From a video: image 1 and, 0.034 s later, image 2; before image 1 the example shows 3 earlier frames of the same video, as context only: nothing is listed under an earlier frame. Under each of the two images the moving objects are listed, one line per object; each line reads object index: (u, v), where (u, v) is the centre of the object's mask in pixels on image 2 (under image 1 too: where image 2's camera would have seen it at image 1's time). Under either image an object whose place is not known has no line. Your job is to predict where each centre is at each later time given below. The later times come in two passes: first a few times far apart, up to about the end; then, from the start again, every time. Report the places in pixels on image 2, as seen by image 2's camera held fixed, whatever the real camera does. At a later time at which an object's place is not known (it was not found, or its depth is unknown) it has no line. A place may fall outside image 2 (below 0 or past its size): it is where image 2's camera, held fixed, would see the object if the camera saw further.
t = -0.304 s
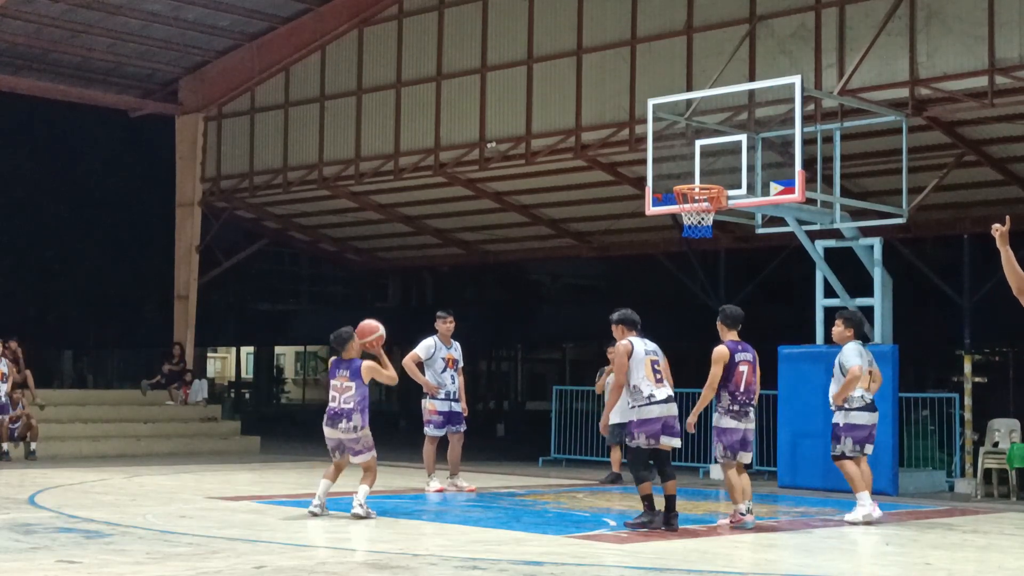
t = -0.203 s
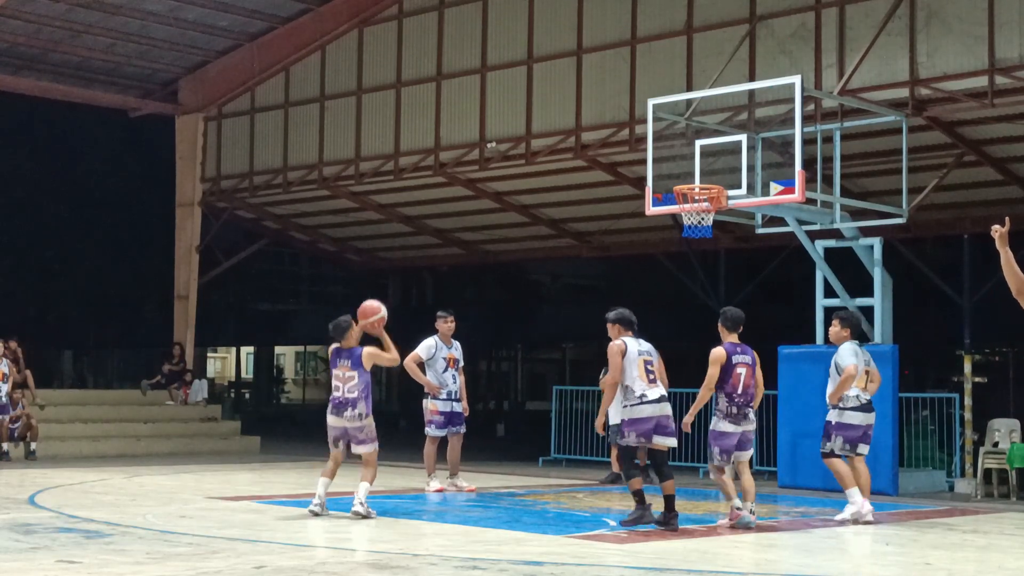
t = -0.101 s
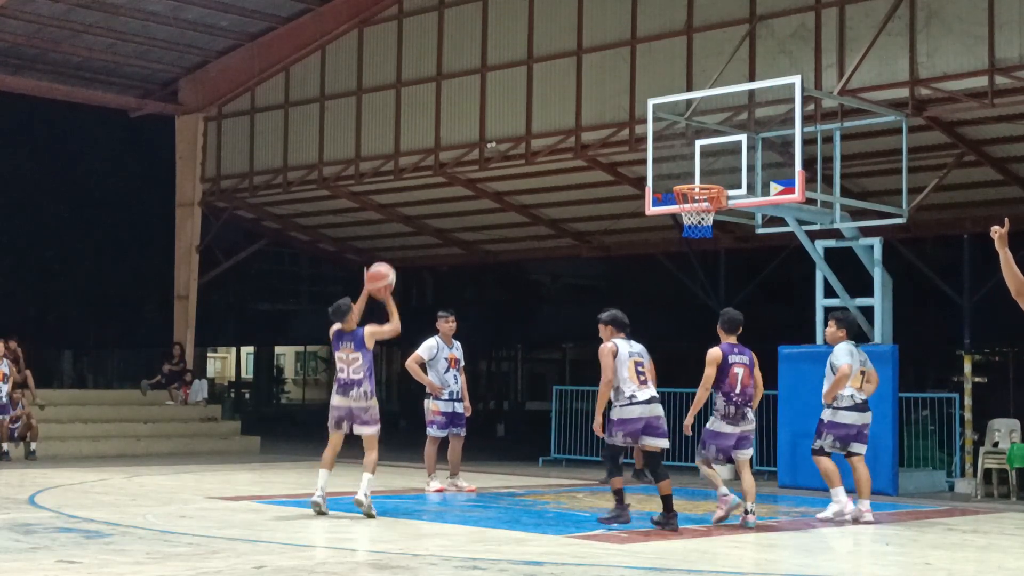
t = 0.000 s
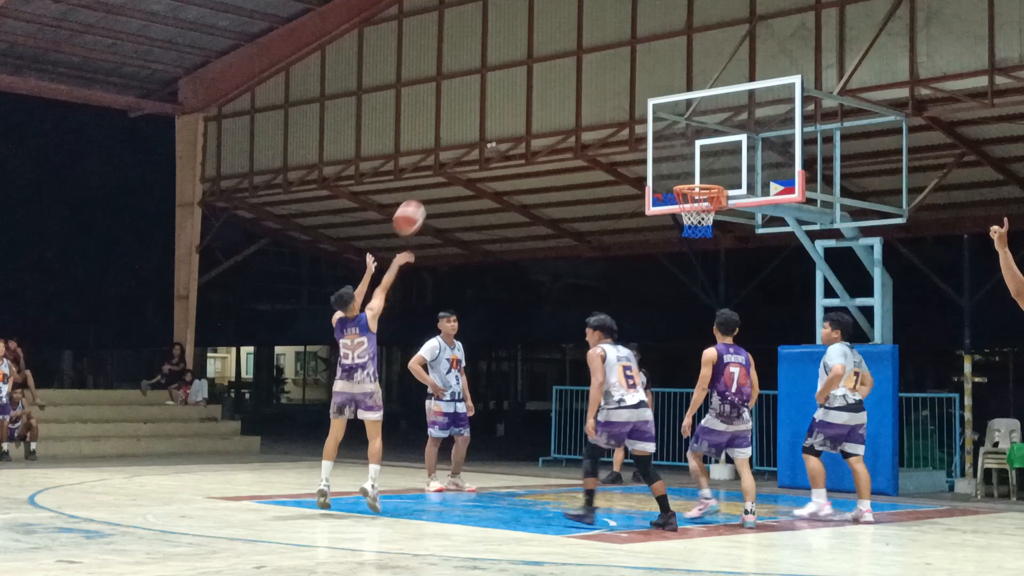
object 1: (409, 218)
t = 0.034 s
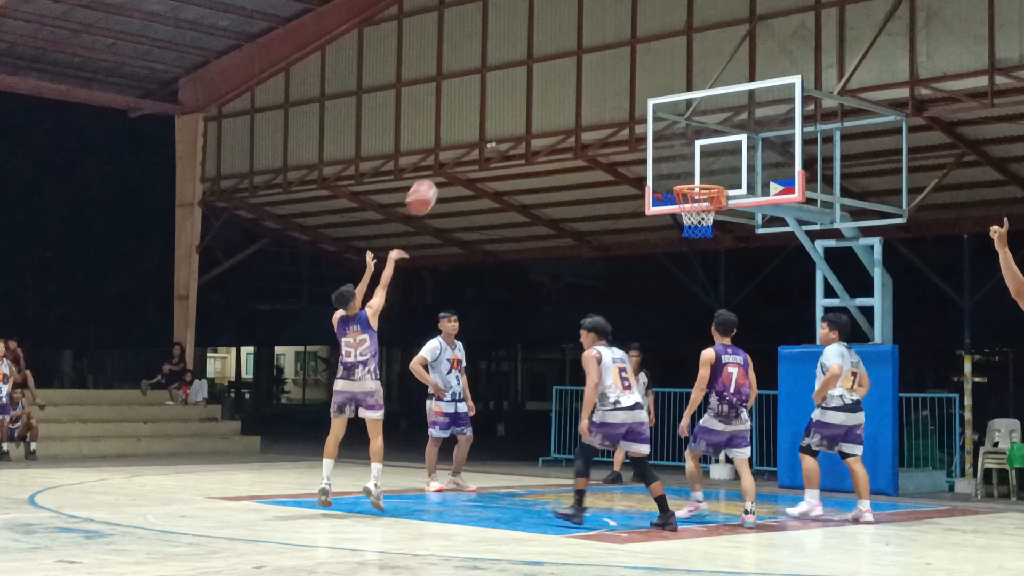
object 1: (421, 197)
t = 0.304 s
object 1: (516, 87)
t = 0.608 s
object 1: (608, 64)
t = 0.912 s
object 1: (689, 133)
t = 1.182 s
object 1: (682, 145)
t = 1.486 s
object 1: (619, 148)
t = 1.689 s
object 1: (578, 196)
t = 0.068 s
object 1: (434, 179)
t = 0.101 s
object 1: (446, 161)
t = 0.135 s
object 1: (458, 145)
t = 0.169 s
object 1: (470, 131)
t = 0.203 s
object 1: (481, 117)
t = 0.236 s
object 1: (493, 105)
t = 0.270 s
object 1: (504, 96)
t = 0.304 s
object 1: (516, 87)
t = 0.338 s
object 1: (526, 79)
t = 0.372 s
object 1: (536, 73)
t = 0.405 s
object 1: (547, 68)
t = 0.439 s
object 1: (557, 64)
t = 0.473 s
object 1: (568, 63)
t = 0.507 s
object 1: (577, 61)
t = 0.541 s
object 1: (587, 61)
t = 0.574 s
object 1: (598, 62)
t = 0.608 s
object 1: (608, 64)
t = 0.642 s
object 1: (617, 68)
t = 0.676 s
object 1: (627, 72)
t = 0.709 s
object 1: (635, 78)
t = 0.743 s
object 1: (645, 85)
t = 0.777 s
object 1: (653, 92)
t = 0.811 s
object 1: (663, 101)
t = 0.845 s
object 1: (671, 113)
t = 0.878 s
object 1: (680, 122)
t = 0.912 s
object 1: (689, 133)
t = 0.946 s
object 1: (698, 146)
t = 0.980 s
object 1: (707, 161)
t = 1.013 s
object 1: (716, 174)
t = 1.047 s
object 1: (712, 173)
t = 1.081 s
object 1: (704, 164)
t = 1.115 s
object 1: (697, 157)
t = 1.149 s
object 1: (689, 150)
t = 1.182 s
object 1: (682, 145)
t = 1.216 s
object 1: (675, 141)
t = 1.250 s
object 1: (668, 139)
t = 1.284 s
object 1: (661, 137)
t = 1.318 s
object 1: (654, 136)
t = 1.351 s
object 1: (646, 137)
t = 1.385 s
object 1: (639, 139)
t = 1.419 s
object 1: (633, 140)
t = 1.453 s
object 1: (626, 143)
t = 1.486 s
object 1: (619, 148)
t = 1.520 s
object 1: (612, 154)
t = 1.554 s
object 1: (605, 160)
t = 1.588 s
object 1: (599, 168)
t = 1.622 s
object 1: (592, 176)
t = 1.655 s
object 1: (585, 186)
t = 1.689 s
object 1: (578, 196)
